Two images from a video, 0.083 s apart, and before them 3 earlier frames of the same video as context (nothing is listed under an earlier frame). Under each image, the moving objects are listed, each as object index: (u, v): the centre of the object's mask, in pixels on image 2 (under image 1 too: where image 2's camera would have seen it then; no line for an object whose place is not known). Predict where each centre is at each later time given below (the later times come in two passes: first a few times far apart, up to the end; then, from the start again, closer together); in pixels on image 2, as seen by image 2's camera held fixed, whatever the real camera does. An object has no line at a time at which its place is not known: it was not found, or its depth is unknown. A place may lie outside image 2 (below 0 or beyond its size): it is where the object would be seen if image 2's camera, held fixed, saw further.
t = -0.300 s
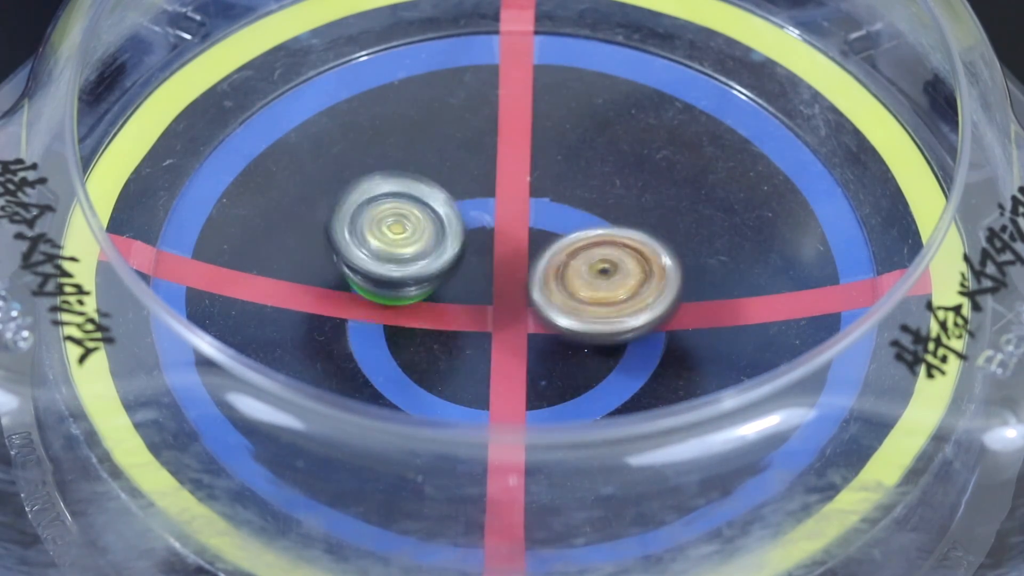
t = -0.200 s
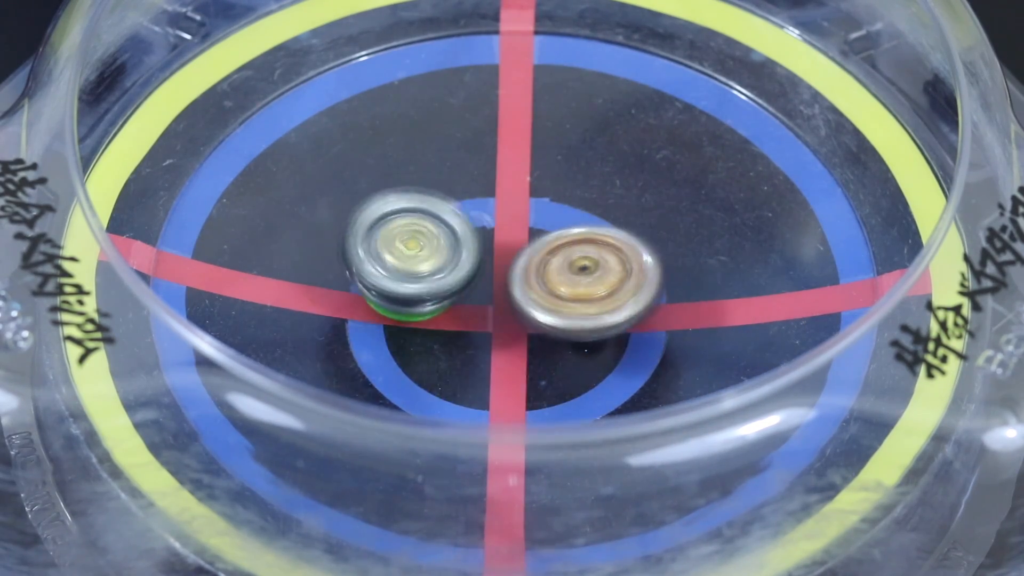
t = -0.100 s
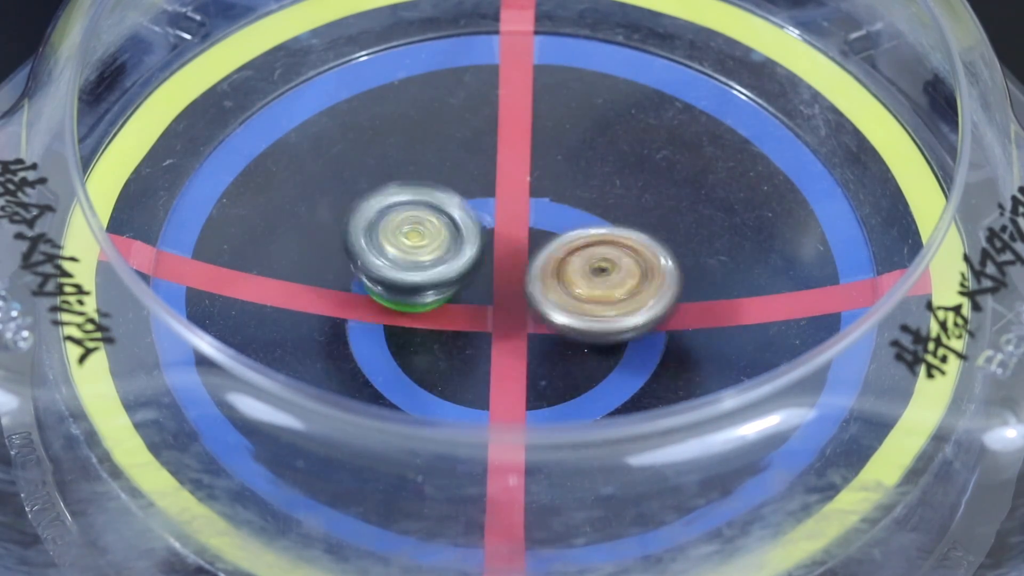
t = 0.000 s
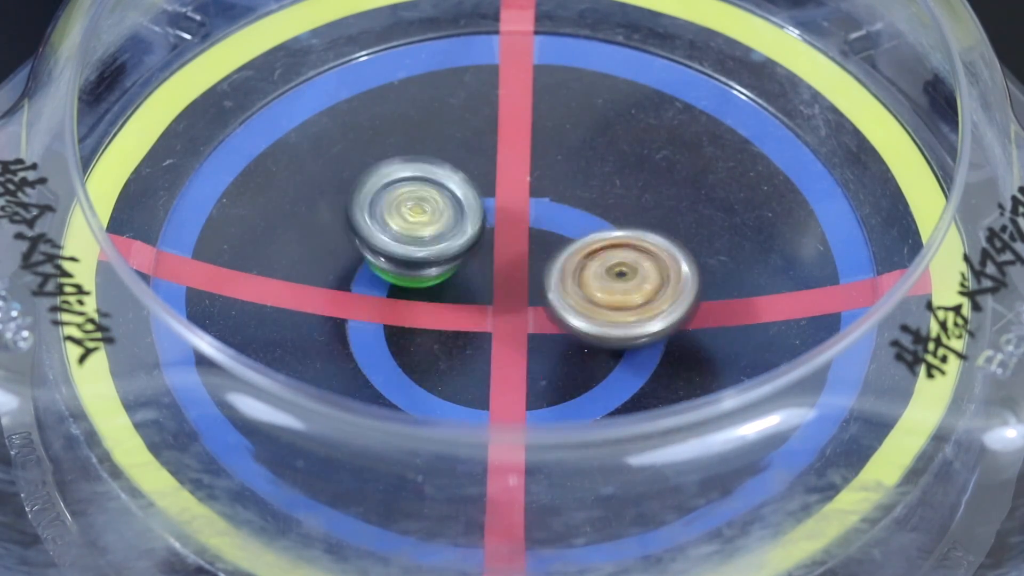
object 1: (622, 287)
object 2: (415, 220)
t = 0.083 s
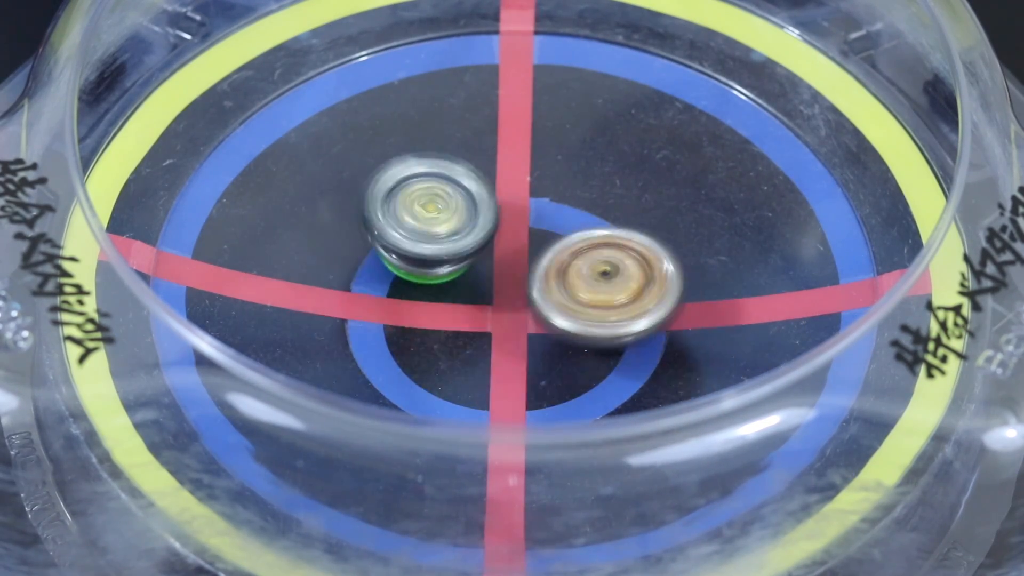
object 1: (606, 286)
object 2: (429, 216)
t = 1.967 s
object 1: (563, 327)
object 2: (480, 224)
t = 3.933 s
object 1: (457, 302)
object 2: (605, 236)
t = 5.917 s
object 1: (566, 231)
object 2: (398, 260)
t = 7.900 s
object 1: (493, 254)
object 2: (547, 368)
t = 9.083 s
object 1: (551, 282)
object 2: (491, 169)
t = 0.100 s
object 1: (601, 286)
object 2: (431, 217)
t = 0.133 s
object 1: (592, 284)
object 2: (434, 220)
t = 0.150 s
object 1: (587, 283)
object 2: (434, 222)
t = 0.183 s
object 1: (578, 281)
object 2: (434, 227)
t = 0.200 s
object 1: (575, 281)
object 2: (433, 230)
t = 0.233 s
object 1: (587, 290)
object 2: (417, 224)
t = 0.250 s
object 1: (591, 294)
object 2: (409, 220)
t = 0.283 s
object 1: (596, 300)
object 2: (400, 215)
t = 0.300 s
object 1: (597, 301)
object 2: (397, 214)
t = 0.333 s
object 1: (597, 302)
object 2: (396, 213)
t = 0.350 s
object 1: (597, 303)
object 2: (399, 214)
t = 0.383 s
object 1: (595, 302)
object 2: (407, 219)
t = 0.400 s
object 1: (594, 301)
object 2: (413, 222)
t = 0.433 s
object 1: (591, 300)
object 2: (426, 231)
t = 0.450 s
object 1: (589, 300)
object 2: (433, 236)
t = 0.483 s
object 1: (586, 299)
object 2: (445, 245)
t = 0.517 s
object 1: (601, 303)
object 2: (440, 240)
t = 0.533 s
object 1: (607, 305)
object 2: (437, 237)
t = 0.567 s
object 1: (613, 308)
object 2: (432, 234)
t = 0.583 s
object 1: (614, 309)
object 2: (430, 233)
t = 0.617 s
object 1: (613, 309)
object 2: (423, 231)
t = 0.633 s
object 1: (611, 309)
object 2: (419, 231)
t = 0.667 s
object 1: (605, 308)
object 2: (411, 231)
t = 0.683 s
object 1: (604, 307)
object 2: (408, 230)
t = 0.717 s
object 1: (598, 304)
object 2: (401, 231)
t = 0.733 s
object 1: (595, 302)
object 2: (398, 230)
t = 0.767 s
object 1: (590, 299)
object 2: (395, 228)
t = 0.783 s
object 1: (587, 297)
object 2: (395, 227)
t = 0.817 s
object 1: (584, 294)
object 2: (401, 225)
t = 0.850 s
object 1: (579, 291)
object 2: (417, 224)
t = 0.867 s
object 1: (577, 289)
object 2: (424, 225)
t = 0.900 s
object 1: (576, 288)
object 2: (443, 224)
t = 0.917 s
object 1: (580, 289)
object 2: (448, 220)
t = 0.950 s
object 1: (584, 292)
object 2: (457, 214)
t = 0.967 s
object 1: (584, 293)
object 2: (463, 211)
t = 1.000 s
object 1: (582, 293)
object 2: (474, 209)
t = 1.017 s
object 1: (582, 294)
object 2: (478, 208)
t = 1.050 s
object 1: (584, 300)
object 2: (481, 203)
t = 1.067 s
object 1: (584, 301)
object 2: (482, 202)
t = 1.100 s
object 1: (579, 301)
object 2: (483, 202)
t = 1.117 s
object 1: (578, 301)
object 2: (483, 203)
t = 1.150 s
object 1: (575, 300)
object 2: (480, 204)
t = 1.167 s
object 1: (573, 299)
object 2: (479, 204)
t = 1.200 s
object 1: (573, 301)
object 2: (475, 201)
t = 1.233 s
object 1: (578, 307)
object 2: (467, 191)
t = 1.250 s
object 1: (578, 308)
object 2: (465, 188)
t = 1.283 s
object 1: (578, 310)
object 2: (459, 182)
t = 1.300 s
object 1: (577, 310)
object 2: (458, 181)
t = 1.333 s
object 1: (576, 310)
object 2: (456, 181)
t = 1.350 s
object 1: (575, 310)
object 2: (456, 181)
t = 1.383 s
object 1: (573, 310)
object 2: (458, 185)
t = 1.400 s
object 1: (572, 310)
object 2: (458, 189)
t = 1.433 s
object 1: (569, 310)
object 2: (460, 196)
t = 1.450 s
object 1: (567, 309)
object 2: (462, 201)
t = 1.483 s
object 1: (565, 308)
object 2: (465, 210)
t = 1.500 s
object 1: (564, 307)
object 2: (467, 214)
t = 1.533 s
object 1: (570, 315)
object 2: (464, 214)
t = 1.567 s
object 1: (573, 322)
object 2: (461, 214)
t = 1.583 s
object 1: (573, 324)
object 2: (459, 214)
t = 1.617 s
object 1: (572, 326)
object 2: (457, 216)
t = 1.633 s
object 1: (571, 326)
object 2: (459, 217)
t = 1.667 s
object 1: (569, 325)
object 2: (460, 221)
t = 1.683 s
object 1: (568, 324)
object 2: (460, 223)
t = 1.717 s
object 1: (566, 323)
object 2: (464, 228)
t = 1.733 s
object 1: (566, 322)
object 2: (465, 229)
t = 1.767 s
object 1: (567, 325)
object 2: (466, 230)
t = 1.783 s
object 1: (567, 326)
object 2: (466, 230)
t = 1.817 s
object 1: (566, 326)
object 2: (468, 232)
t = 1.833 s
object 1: (566, 326)
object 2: (472, 232)
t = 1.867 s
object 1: (567, 327)
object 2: (474, 230)
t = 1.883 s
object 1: (566, 327)
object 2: (474, 230)
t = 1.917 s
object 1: (565, 327)
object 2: (477, 228)
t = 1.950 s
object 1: (563, 326)
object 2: (479, 226)
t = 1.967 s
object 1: (563, 327)
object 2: (480, 224)
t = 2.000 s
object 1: (562, 326)
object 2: (482, 221)
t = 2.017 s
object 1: (560, 325)
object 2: (482, 221)
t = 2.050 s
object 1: (559, 323)
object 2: (484, 219)
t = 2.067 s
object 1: (558, 323)
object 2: (484, 219)
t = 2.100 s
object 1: (558, 325)
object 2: (483, 216)
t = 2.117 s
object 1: (557, 325)
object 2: (484, 213)
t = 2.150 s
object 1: (555, 324)
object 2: (482, 210)
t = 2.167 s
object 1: (554, 323)
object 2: (482, 209)
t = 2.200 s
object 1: (553, 321)
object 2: (482, 208)
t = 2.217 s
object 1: (552, 321)
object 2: (483, 208)
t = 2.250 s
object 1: (549, 318)
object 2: (484, 209)
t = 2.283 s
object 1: (548, 317)
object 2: (485, 210)
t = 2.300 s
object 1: (548, 319)
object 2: (487, 208)
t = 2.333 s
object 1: (547, 319)
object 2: (488, 206)
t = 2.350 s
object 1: (545, 319)
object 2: (487, 205)
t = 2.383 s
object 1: (544, 317)
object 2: (489, 206)
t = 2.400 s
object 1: (543, 318)
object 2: (489, 206)
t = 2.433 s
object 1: (547, 332)
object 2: (490, 192)
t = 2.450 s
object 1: (545, 338)
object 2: (490, 185)
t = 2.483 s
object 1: (544, 344)
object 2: (493, 176)
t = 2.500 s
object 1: (542, 345)
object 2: (494, 173)
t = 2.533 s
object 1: (541, 345)
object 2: (497, 169)
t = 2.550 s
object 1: (541, 344)
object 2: (498, 170)
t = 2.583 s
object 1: (541, 342)
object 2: (502, 173)
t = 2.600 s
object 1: (542, 340)
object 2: (502, 176)
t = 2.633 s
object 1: (542, 336)
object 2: (506, 183)
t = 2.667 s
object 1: (543, 332)
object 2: (509, 192)
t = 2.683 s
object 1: (542, 330)
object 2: (509, 198)
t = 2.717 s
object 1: (542, 326)
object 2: (512, 208)
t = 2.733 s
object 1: (542, 327)
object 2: (512, 210)
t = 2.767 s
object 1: (542, 331)
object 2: (514, 211)
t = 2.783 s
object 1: (542, 331)
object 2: (516, 211)
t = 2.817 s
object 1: (541, 331)
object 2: (521, 211)
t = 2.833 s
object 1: (540, 330)
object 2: (526, 211)
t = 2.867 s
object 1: (537, 329)
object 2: (533, 209)
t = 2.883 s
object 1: (536, 329)
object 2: (538, 207)
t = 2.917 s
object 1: (534, 328)
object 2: (543, 202)
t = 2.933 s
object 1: (533, 326)
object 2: (548, 201)
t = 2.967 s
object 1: (532, 324)
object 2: (552, 199)
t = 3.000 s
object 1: (531, 322)
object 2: (560, 198)
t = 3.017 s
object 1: (531, 320)
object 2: (561, 197)
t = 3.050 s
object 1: (529, 318)
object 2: (569, 196)
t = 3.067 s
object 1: (530, 316)
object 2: (570, 196)
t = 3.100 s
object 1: (528, 313)
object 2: (578, 196)
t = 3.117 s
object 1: (529, 312)
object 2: (580, 196)
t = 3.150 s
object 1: (527, 309)
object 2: (586, 197)
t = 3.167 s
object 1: (527, 307)
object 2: (588, 197)
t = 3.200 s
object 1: (517, 312)
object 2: (599, 192)
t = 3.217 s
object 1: (512, 314)
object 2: (605, 186)
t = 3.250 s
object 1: (504, 317)
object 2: (613, 177)
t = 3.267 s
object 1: (502, 316)
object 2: (616, 174)
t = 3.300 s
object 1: (498, 315)
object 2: (617, 171)
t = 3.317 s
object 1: (498, 313)
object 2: (618, 170)
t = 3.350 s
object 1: (496, 311)
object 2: (613, 172)
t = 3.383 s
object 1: (497, 308)
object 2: (609, 175)
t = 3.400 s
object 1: (497, 307)
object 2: (605, 178)
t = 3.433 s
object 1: (498, 304)
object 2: (598, 183)
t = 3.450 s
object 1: (497, 302)
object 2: (594, 187)
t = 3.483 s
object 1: (498, 300)
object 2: (587, 195)
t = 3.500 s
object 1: (497, 298)
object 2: (583, 199)
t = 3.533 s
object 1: (482, 305)
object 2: (589, 195)
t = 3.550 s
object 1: (475, 309)
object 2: (593, 193)
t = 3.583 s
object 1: (463, 314)
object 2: (598, 190)
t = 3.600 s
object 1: (460, 315)
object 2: (600, 190)
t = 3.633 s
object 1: (457, 315)
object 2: (602, 191)
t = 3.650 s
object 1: (456, 314)
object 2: (603, 193)
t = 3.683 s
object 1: (456, 312)
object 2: (601, 197)
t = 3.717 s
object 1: (458, 309)
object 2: (598, 203)
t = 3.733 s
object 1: (460, 308)
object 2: (596, 205)
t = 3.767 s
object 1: (463, 304)
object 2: (592, 213)
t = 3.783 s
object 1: (467, 302)
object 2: (590, 217)
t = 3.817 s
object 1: (469, 301)
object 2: (587, 223)
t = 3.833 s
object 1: (468, 301)
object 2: (588, 225)
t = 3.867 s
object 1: (465, 302)
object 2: (593, 229)
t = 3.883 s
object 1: (461, 303)
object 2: (597, 230)
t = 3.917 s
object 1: (458, 302)
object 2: (604, 233)
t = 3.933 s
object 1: (457, 302)
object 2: (605, 236)
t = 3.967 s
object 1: (458, 299)
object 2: (609, 240)
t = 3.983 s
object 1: (458, 298)
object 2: (609, 242)
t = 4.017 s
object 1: (460, 295)
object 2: (609, 247)
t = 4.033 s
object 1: (461, 294)
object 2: (608, 251)
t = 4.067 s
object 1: (458, 292)
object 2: (612, 256)
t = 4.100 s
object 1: (440, 290)
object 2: (633, 257)
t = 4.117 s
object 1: (432, 288)
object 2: (639, 258)
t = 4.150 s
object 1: (426, 286)
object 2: (652, 261)
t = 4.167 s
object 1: (424, 284)
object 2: (655, 262)
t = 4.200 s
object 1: (425, 282)
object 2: (661, 266)
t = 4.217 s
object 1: (426, 281)
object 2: (664, 269)
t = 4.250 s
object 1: (428, 279)
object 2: (666, 274)
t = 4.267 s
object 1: (430, 279)
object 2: (669, 277)
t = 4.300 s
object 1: (433, 278)
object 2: (669, 283)
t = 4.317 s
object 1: (435, 277)
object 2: (670, 285)
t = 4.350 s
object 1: (438, 276)
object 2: (670, 292)
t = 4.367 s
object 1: (440, 276)
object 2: (668, 295)
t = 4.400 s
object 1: (443, 275)
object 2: (667, 301)
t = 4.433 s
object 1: (447, 273)
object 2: (663, 308)
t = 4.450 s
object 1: (449, 273)
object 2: (660, 311)
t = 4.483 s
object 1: (453, 272)
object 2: (655, 317)
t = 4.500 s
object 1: (455, 271)
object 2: (652, 319)
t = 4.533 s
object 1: (459, 270)
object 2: (646, 324)
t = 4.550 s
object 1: (461, 269)
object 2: (642, 327)
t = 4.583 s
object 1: (465, 269)
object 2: (636, 330)
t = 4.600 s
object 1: (467, 268)
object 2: (631, 333)
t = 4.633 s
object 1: (472, 268)
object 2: (622, 336)
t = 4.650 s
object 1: (474, 267)
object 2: (618, 337)
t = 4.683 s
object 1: (477, 267)
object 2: (605, 341)
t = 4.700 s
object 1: (479, 266)
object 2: (601, 341)
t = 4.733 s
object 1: (477, 260)
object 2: (596, 347)
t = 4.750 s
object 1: (476, 256)
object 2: (594, 351)
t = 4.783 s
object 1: (473, 249)
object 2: (591, 355)
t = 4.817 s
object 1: (473, 245)
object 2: (586, 358)
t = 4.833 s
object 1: (475, 243)
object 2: (582, 358)
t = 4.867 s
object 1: (477, 242)
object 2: (573, 359)
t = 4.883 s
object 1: (479, 241)
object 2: (568, 358)
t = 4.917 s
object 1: (482, 241)
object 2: (557, 357)
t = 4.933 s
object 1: (483, 240)
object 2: (552, 358)
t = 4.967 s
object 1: (487, 241)
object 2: (541, 356)
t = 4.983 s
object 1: (487, 240)
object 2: (536, 355)
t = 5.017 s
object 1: (492, 239)
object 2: (525, 353)
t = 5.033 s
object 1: (492, 237)
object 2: (519, 355)
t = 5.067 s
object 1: (495, 232)
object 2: (510, 357)
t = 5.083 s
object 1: (497, 231)
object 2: (506, 357)
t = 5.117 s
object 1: (500, 230)
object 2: (499, 357)
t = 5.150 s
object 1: (503, 230)
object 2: (491, 356)
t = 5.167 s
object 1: (506, 231)
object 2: (488, 355)
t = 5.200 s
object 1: (508, 232)
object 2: (481, 351)
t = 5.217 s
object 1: (510, 232)
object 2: (478, 351)
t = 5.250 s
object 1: (512, 233)
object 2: (471, 346)
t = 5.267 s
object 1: (515, 229)
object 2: (465, 347)
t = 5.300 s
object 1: (526, 219)
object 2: (454, 353)
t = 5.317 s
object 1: (530, 216)
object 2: (448, 354)
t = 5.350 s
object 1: (538, 212)
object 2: (442, 355)
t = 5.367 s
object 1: (540, 212)
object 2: (439, 355)
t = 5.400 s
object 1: (543, 213)
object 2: (436, 352)
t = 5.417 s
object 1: (545, 214)
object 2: (435, 350)
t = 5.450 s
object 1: (546, 216)
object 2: (434, 345)
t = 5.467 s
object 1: (546, 217)
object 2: (433, 342)
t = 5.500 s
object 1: (545, 220)
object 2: (433, 334)
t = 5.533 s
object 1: (544, 223)
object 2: (433, 326)
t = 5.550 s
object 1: (543, 224)
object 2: (434, 321)
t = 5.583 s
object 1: (542, 227)
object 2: (435, 313)
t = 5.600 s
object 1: (542, 227)
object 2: (431, 310)
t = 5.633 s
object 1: (558, 219)
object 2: (414, 309)
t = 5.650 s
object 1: (564, 216)
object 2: (409, 309)
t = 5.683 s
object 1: (571, 215)
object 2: (399, 306)
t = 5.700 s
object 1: (572, 217)
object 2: (396, 304)
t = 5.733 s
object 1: (572, 219)
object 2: (392, 299)
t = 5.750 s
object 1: (573, 219)
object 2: (389, 297)
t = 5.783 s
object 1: (572, 222)
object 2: (387, 289)
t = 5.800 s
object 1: (571, 223)
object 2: (389, 286)
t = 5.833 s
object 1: (570, 225)
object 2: (389, 279)
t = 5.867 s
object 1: (569, 228)
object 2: (391, 271)
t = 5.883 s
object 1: (567, 229)
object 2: (393, 267)
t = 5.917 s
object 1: (566, 231)
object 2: (398, 260)
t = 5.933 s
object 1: (564, 233)
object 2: (399, 256)
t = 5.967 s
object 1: (561, 235)
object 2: (405, 249)
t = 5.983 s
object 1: (562, 235)
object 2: (410, 246)
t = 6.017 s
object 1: (567, 237)
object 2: (409, 238)
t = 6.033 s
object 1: (567, 238)
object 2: (410, 234)
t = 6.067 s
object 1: (567, 241)
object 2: (413, 228)
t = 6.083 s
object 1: (566, 242)
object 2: (414, 225)
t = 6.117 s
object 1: (572, 246)
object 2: (410, 215)
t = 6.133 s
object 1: (574, 247)
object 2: (410, 212)
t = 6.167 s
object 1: (573, 251)
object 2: (410, 206)
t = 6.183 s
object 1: (572, 251)
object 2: (411, 202)
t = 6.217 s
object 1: (570, 253)
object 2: (416, 196)
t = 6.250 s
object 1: (568, 254)
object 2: (422, 191)
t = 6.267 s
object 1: (567, 254)
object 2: (425, 189)
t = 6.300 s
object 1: (565, 255)
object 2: (432, 185)
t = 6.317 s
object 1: (563, 256)
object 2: (436, 183)
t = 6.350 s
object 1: (560, 257)
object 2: (444, 179)
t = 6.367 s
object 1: (559, 258)
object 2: (447, 176)
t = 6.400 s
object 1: (559, 260)
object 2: (454, 172)
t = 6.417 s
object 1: (558, 261)
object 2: (457, 170)
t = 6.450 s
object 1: (555, 263)
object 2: (464, 167)
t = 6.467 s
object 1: (554, 263)
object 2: (469, 165)
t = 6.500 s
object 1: (556, 269)
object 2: (475, 158)
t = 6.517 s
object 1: (555, 271)
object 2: (478, 154)
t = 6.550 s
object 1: (552, 273)
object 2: (483, 150)
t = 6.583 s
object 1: (549, 273)
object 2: (489, 147)
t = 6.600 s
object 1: (547, 273)
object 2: (494, 147)
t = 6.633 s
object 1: (545, 273)
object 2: (501, 146)
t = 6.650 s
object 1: (544, 273)
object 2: (505, 146)
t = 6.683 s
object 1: (542, 272)
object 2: (514, 146)
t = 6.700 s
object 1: (539, 272)
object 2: (516, 148)
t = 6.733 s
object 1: (537, 272)
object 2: (525, 150)
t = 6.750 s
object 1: (536, 272)
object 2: (531, 151)
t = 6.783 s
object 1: (532, 281)
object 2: (541, 146)
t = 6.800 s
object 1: (530, 284)
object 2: (545, 144)
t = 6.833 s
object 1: (526, 286)
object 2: (553, 142)
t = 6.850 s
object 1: (524, 287)
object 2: (556, 143)
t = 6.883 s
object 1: (521, 286)
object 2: (562, 146)
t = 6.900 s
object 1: (520, 286)
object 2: (564, 149)
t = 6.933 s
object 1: (518, 284)
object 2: (569, 156)
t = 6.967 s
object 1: (516, 283)
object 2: (575, 164)
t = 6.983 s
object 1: (515, 282)
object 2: (577, 169)
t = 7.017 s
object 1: (511, 282)
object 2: (584, 177)
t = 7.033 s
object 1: (506, 286)
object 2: (591, 177)
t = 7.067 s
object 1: (498, 290)
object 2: (602, 176)
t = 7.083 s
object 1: (494, 291)
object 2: (608, 178)
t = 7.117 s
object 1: (491, 289)
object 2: (614, 181)
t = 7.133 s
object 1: (491, 289)
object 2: (615, 184)
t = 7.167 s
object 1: (491, 287)
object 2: (619, 191)
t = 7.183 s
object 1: (491, 286)
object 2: (621, 195)
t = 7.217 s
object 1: (491, 284)
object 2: (623, 203)
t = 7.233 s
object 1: (491, 283)
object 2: (624, 208)
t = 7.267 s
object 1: (492, 282)
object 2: (625, 218)
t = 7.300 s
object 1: (488, 281)
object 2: (628, 227)
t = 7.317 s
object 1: (483, 280)
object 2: (632, 232)
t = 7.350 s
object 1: (474, 279)
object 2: (639, 240)
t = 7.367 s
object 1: (472, 279)
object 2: (642, 244)
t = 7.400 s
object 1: (471, 277)
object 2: (644, 253)
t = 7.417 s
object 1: (471, 275)
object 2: (644, 258)
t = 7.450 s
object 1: (473, 273)
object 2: (643, 268)
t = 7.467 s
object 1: (474, 273)
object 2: (641, 273)
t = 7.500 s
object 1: (476, 272)
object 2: (637, 283)
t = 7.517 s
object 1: (477, 271)
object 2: (635, 288)
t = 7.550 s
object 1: (478, 270)
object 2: (628, 298)
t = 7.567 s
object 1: (478, 269)
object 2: (627, 303)
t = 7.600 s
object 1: (476, 266)
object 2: (626, 312)
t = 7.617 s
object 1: (477, 265)
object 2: (624, 317)
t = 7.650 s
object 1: (479, 263)
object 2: (618, 326)
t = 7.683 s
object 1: (481, 261)
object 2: (610, 334)
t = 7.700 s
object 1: (483, 261)
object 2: (605, 337)
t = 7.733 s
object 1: (485, 260)
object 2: (595, 343)
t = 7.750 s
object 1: (485, 259)
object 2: (591, 347)
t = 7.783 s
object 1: (486, 256)
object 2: (583, 354)
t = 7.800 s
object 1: (487, 255)
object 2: (579, 357)
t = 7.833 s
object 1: (489, 254)
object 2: (570, 362)
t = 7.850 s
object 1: (490, 254)
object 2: (565, 363)
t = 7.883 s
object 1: (492, 254)
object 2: (552, 366)
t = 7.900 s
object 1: (493, 254)
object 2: (547, 368)
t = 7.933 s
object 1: (495, 255)
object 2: (535, 369)
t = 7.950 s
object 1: (496, 255)
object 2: (528, 369)
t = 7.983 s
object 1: (498, 256)
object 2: (515, 370)
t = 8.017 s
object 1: (500, 256)
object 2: (503, 370)
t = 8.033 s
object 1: (500, 256)
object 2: (497, 369)
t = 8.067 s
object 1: (502, 256)
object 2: (484, 369)
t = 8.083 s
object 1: (504, 256)
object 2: (478, 368)
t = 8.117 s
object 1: (505, 256)
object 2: (468, 367)
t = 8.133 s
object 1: (505, 257)
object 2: (463, 366)
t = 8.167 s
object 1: (508, 257)
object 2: (451, 363)
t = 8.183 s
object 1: (512, 255)
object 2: (444, 364)
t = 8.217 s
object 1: (516, 253)
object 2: (432, 363)
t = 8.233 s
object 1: (517, 253)
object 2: (428, 360)
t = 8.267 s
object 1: (519, 254)
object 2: (417, 355)
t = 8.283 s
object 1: (520, 255)
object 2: (414, 353)
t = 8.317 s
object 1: (520, 256)
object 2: (407, 347)
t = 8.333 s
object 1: (520, 257)
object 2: (404, 343)
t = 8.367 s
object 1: (521, 258)
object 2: (400, 334)
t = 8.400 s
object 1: (523, 258)
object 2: (394, 325)
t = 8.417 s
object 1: (524, 259)
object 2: (393, 321)
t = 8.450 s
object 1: (526, 259)
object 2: (387, 312)
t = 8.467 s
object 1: (530, 259)
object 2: (380, 308)
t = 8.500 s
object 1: (537, 259)
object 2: (374, 300)
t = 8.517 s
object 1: (540, 259)
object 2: (371, 295)
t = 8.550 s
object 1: (542, 261)
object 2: (370, 286)
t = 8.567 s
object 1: (542, 262)
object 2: (370, 282)
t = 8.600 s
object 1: (543, 264)
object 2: (373, 272)
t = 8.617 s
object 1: (542, 264)
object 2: (375, 268)
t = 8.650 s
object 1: (541, 265)
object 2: (380, 257)
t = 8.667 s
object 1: (541, 266)
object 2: (383, 252)
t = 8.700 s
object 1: (544, 268)
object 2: (385, 240)
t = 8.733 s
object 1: (557, 272)
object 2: (384, 229)
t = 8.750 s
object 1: (559, 274)
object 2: (388, 224)
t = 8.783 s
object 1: (562, 276)
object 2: (393, 214)
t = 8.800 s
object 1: (563, 277)
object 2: (395, 210)
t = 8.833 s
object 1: (562, 277)
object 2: (403, 203)
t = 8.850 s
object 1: (560, 278)
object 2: (407, 199)
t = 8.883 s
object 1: (560, 278)
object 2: (418, 193)
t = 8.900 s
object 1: (558, 278)
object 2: (425, 189)
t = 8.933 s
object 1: (556, 278)
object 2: (436, 183)
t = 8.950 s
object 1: (556, 278)
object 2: (440, 182)
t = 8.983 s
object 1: (555, 278)
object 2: (455, 180)
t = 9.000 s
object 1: (554, 278)
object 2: (461, 177)
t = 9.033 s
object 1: (553, 280)
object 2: (474, 174)
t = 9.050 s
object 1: (553, 281)
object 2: (481, 171)
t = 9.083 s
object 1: (551, 282)
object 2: (491, 169)
